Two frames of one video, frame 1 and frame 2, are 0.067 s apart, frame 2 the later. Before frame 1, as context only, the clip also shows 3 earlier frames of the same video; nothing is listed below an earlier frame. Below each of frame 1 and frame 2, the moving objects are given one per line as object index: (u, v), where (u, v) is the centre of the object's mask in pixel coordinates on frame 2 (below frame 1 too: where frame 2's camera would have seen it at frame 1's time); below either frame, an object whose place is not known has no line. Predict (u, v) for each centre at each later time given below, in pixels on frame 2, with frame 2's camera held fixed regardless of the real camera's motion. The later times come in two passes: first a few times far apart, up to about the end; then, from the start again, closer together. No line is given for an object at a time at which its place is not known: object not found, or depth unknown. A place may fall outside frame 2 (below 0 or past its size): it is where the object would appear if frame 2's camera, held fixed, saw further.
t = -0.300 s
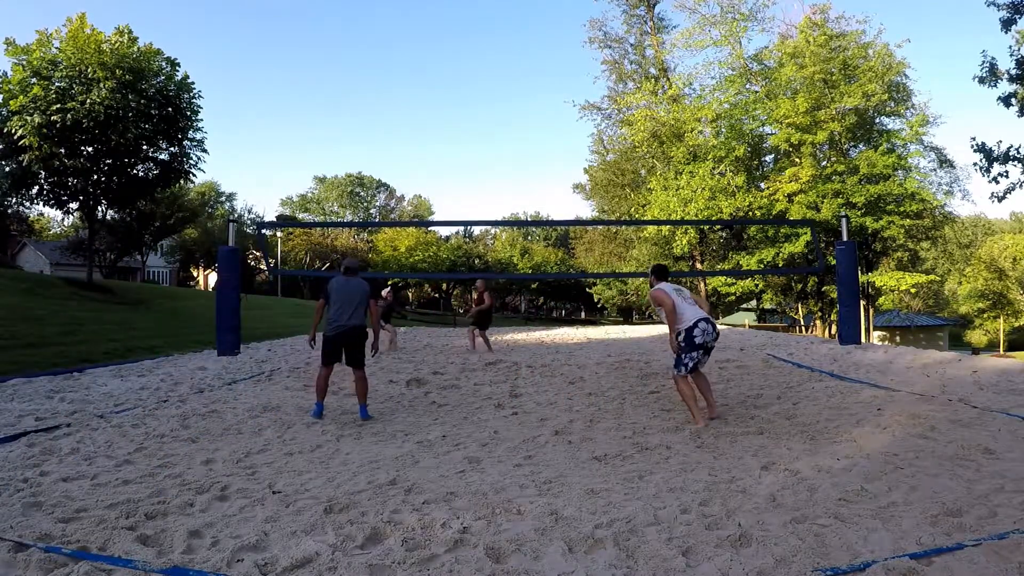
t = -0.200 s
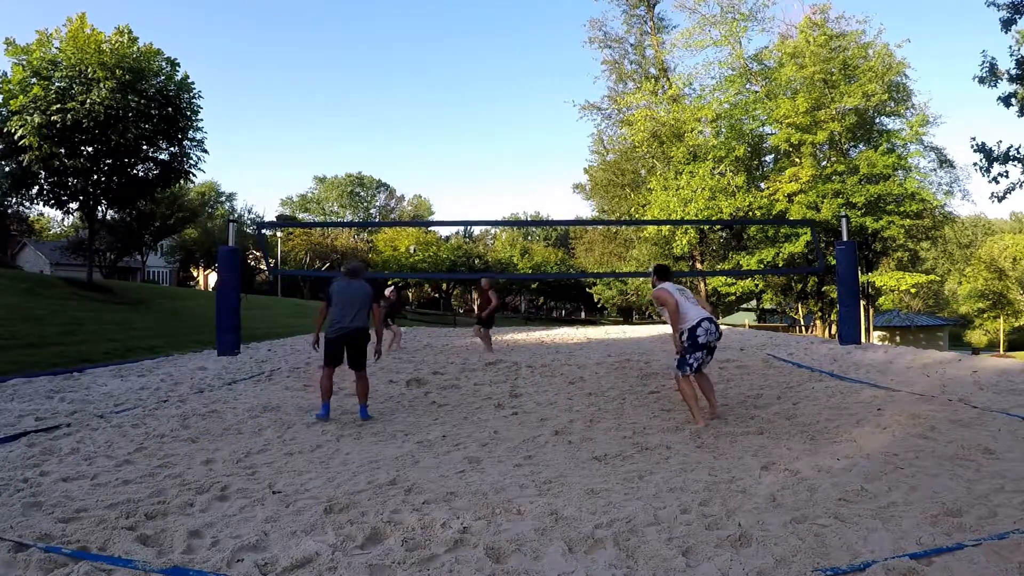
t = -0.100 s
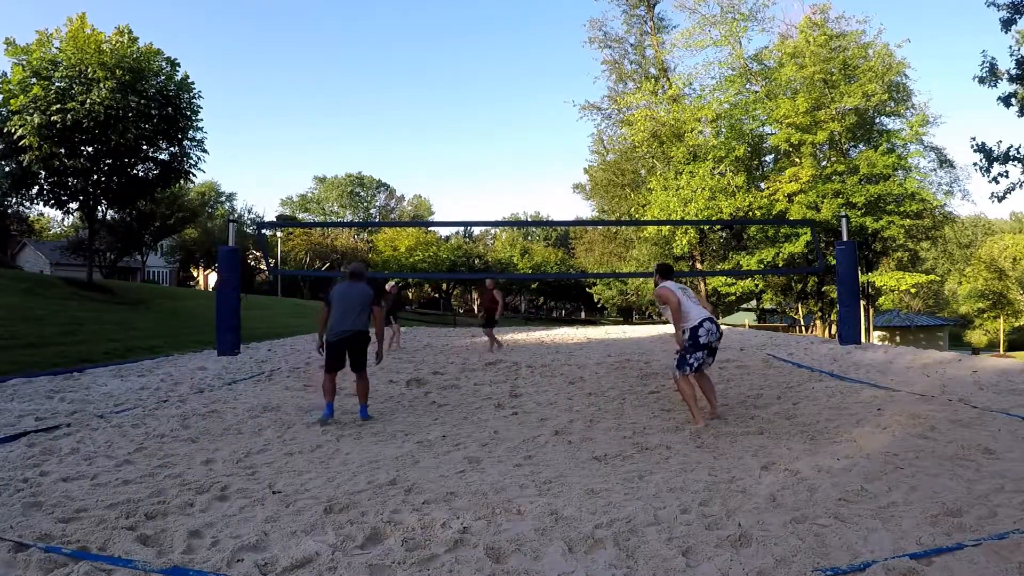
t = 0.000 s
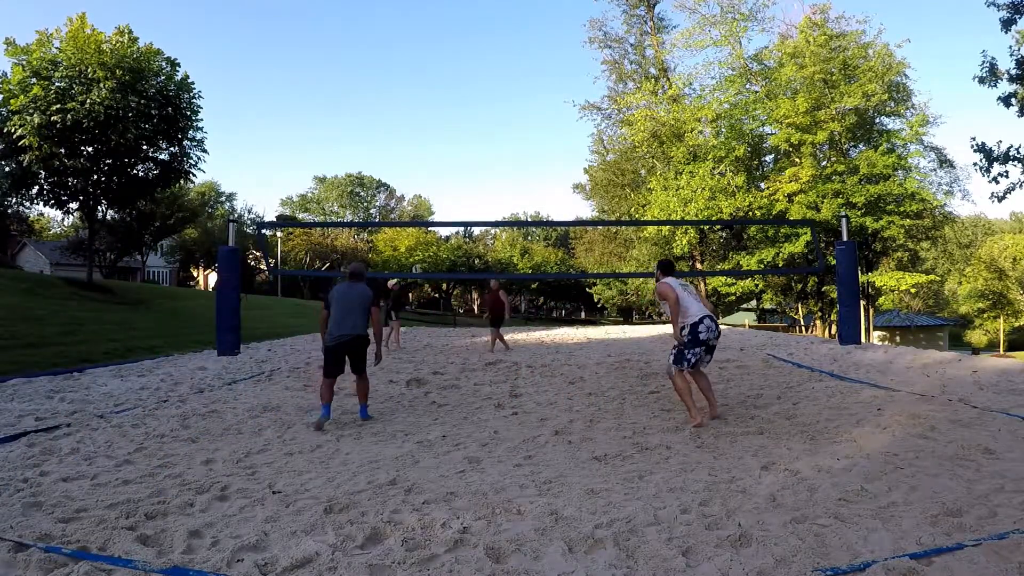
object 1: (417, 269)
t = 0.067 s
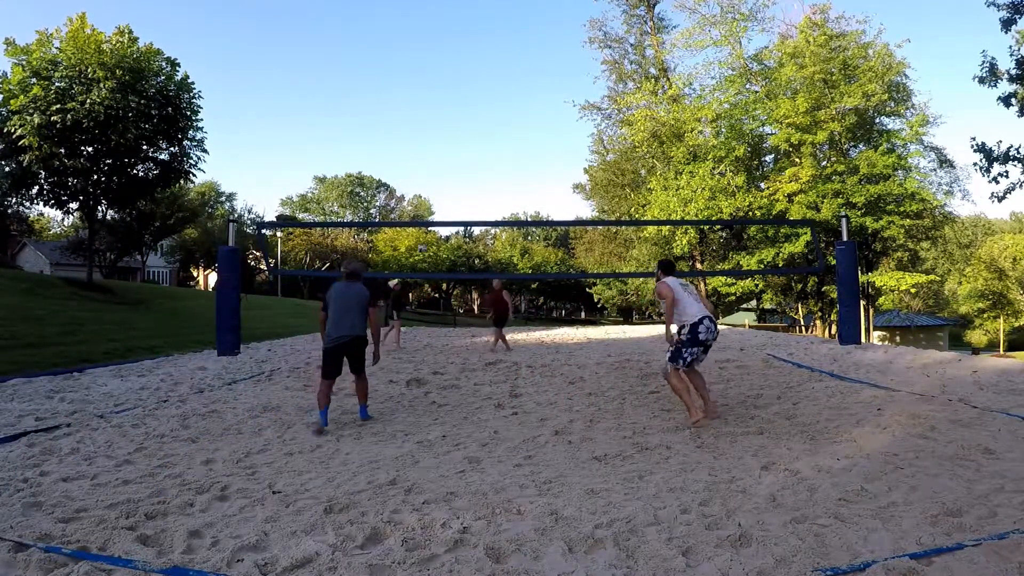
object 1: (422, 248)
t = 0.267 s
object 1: (439, 190)
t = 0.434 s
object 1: (456, 150)
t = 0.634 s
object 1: (480, 116)
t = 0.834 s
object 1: (508, 103)
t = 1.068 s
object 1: (549, 128)
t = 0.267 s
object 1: (439, 190)
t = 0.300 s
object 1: (443, 182)
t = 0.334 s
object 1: (446, 173)
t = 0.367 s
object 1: (449, 165)
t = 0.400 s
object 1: (453, 158)
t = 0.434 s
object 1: (456, 150)
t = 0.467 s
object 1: (460, 143)
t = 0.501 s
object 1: (464, 137)
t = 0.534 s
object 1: (468, 131)
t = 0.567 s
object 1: (471, 126)
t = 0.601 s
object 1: (476, 121)
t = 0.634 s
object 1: (480, 116)
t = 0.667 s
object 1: (485, 113)
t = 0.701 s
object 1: (489, 109)
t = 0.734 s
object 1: (494, 107)
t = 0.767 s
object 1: (498, 105)
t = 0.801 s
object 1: (503, 104)
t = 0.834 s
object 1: (508, 103)
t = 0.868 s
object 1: (514, 104)
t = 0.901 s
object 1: (519, 105)
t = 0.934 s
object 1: (525, 108)
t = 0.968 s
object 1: (531, 111)
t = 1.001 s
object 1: (537, 115)
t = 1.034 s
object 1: (543, 121)
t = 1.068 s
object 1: (549, 128)
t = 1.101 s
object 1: (556, 137)
